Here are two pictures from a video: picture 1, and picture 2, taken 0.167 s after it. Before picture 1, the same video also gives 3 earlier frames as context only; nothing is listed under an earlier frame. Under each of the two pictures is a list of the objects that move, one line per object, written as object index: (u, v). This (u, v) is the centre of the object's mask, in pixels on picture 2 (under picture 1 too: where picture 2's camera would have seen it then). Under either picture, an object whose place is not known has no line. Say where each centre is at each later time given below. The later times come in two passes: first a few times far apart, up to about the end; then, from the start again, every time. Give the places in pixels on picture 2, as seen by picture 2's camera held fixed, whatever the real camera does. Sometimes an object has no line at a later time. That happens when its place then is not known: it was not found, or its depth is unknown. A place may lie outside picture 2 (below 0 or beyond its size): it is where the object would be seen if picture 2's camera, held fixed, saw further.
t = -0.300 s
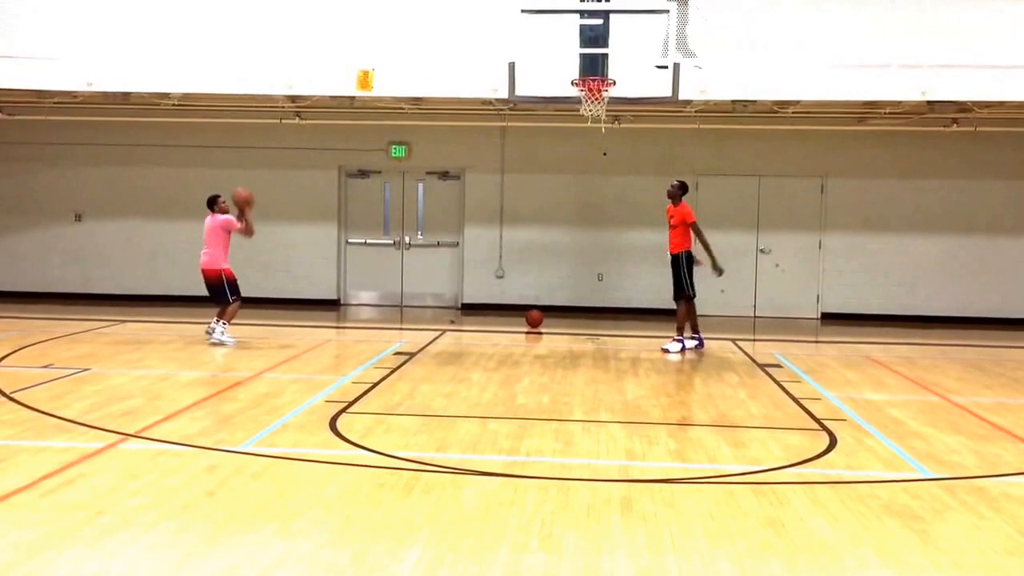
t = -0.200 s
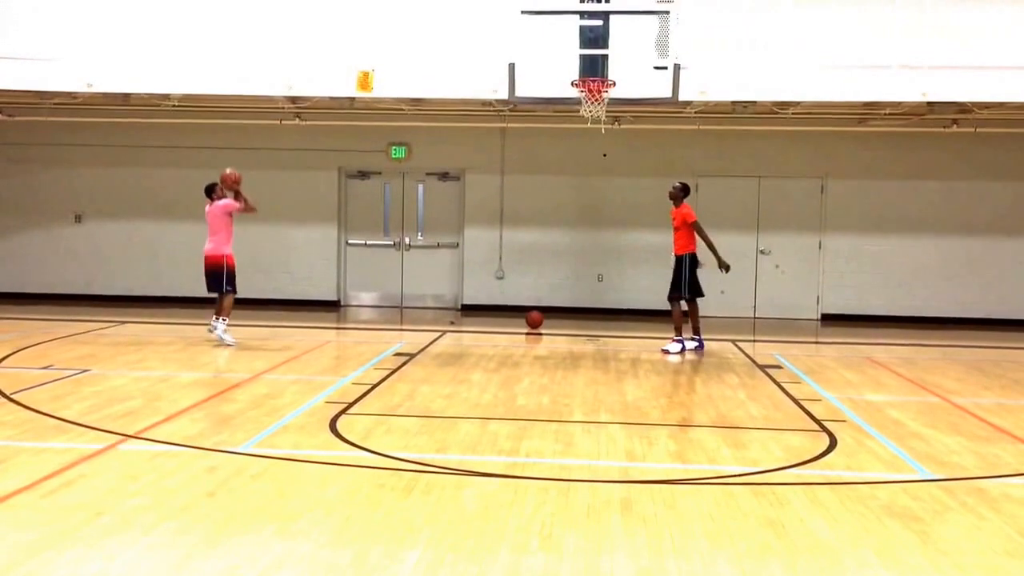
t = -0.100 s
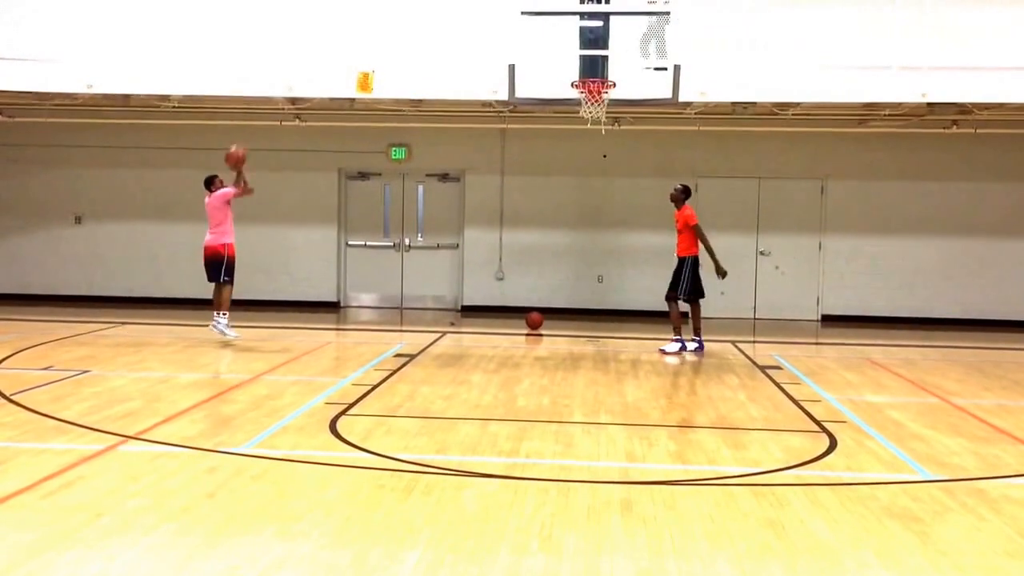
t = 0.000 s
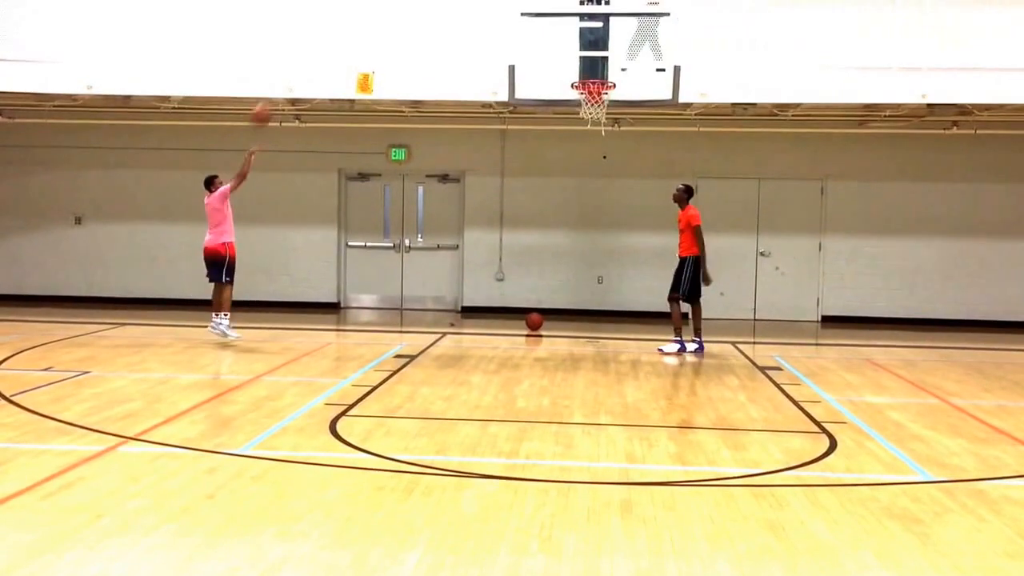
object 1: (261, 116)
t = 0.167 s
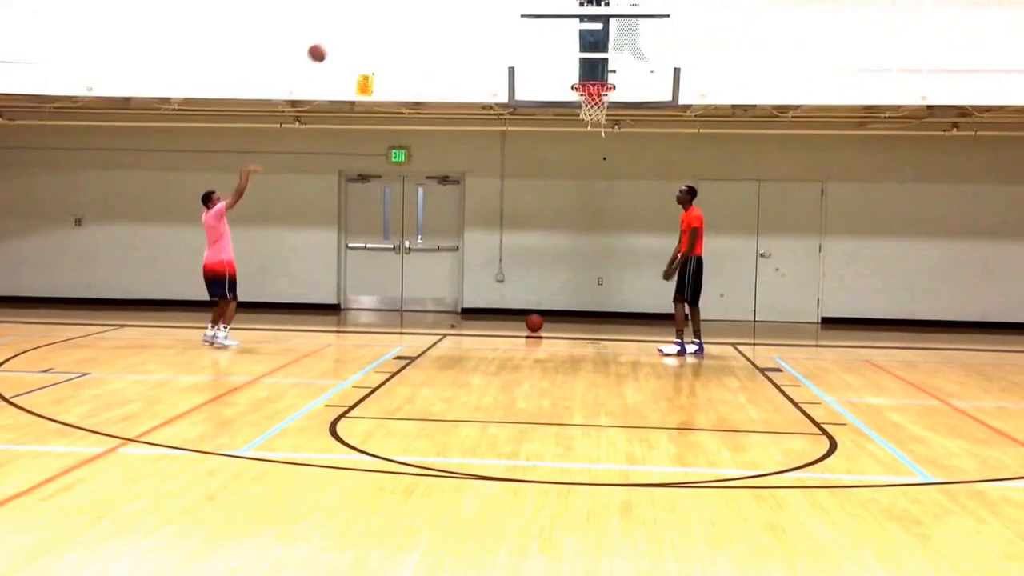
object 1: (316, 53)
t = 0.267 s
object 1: (350, 26)
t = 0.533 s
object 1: (437, 0)
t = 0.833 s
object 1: (535, 35)
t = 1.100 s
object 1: (611, 107)
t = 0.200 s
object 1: (328, 43)
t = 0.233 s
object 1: (339, 34)
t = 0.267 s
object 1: (350, 26)
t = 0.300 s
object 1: (361, 18)
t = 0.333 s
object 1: (372, 12)
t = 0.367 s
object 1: (382, 7)
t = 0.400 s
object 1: (393, 4)
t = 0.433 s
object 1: (404, 3)
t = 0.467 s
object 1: (415, 1)
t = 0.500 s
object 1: (426, 1)
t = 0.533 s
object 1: (437, 0)
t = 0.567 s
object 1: (448, 0)
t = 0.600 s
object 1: (459, 1)
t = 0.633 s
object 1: (470, 2)
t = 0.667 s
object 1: (481, 4)
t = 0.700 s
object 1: (492, 7)
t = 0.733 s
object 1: (502, 13)
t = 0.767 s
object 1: (513, 19)
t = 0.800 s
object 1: (524, 26)
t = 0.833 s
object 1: (535, 35)
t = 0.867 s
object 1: (545, 44)
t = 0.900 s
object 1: (558, 54)
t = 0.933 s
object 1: (568, 65)
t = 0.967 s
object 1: (578, 76)
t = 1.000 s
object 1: (588, 79)
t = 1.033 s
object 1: (607, 99)
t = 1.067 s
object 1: (609, 106)
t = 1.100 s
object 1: (611, 107)
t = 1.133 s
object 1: (614, 110)
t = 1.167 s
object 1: (617, 114)
